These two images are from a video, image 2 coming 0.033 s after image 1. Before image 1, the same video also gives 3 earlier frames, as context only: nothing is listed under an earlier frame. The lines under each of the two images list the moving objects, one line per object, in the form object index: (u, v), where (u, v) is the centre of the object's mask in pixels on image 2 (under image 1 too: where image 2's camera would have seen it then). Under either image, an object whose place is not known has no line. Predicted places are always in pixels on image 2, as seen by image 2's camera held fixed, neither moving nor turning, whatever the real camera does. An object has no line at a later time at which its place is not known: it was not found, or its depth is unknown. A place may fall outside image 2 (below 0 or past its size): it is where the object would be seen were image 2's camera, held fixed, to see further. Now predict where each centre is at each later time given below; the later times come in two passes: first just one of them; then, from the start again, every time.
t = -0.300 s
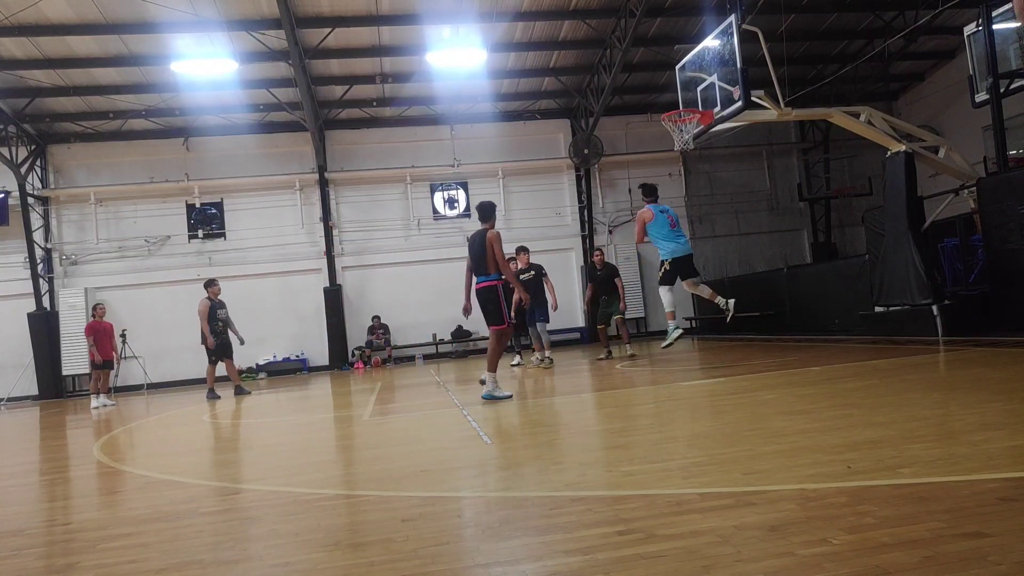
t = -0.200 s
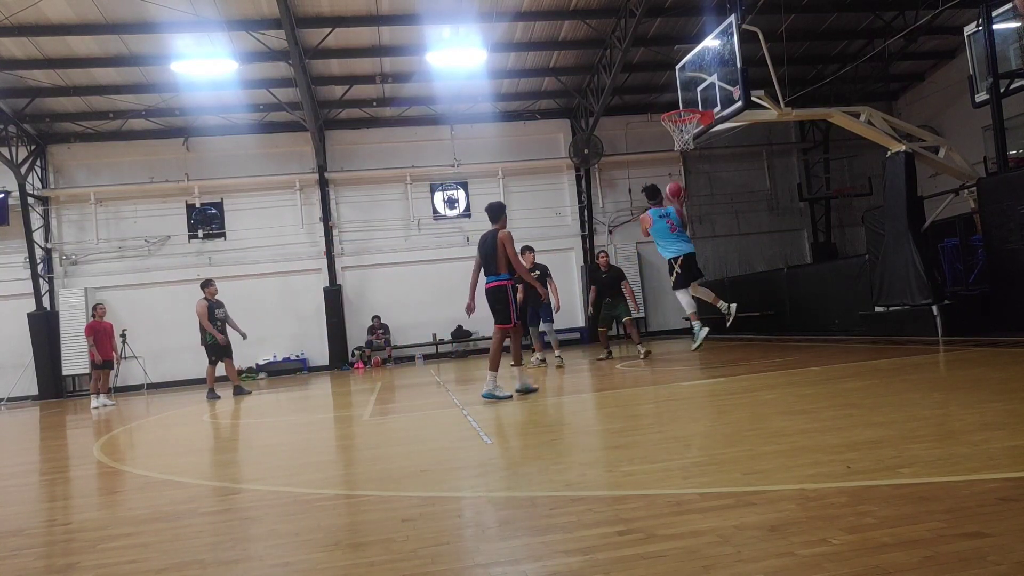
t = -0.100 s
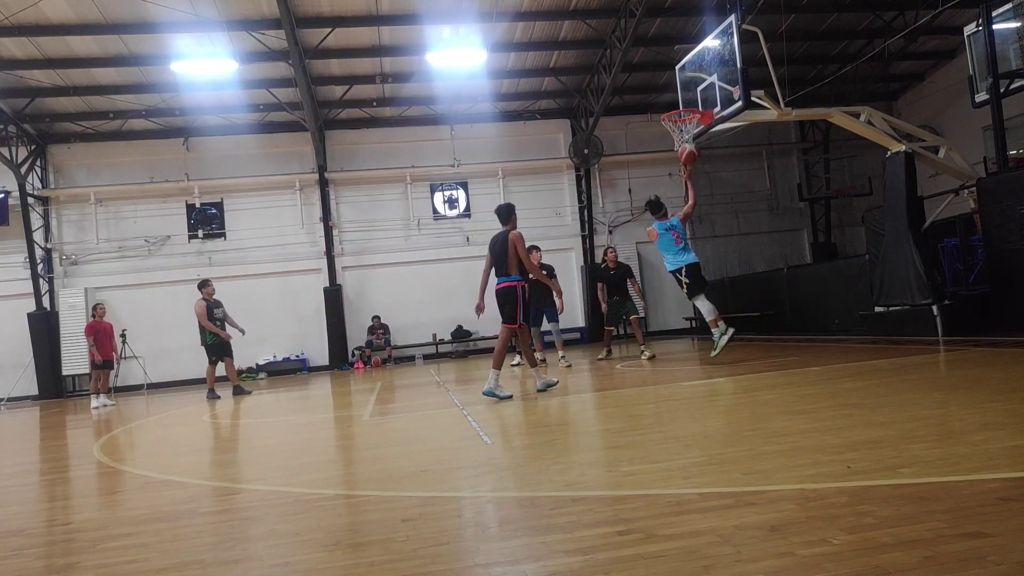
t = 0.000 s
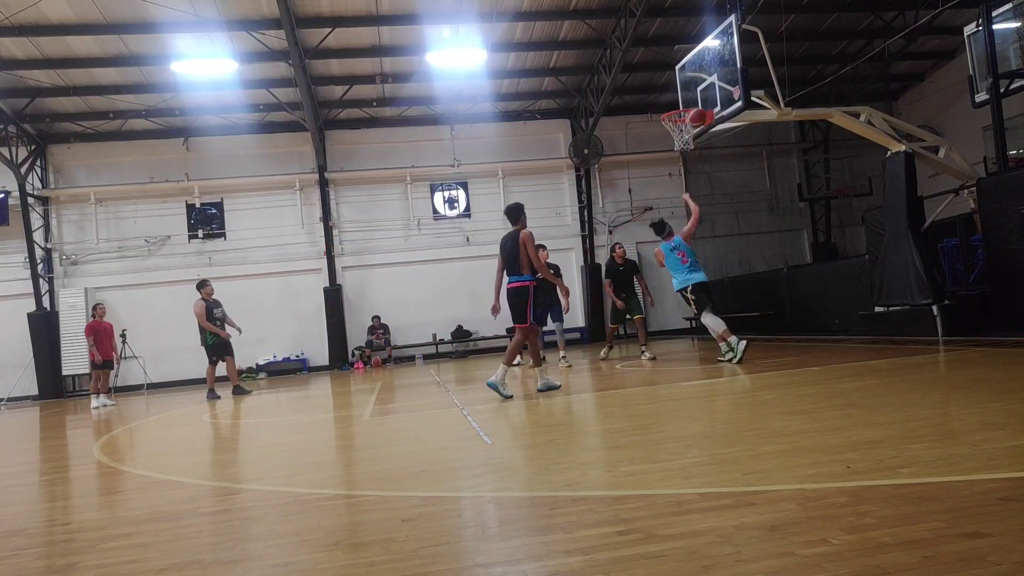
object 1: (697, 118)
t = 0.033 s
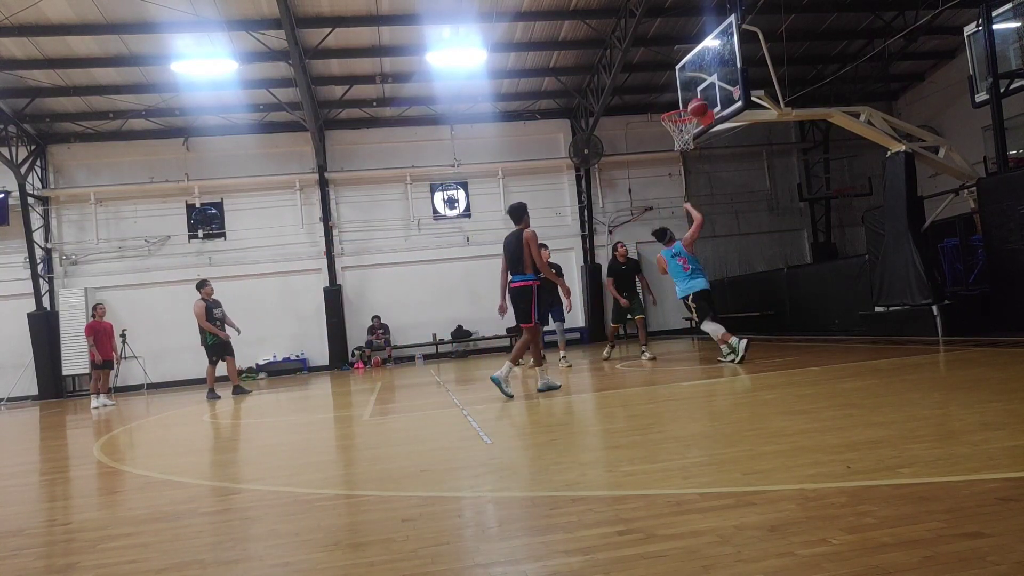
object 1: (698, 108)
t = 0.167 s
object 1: (708, 78)
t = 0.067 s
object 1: (699, 99)
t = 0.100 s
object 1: (702, 91)
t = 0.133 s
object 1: (706, 84)
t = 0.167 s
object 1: (708, 78)
